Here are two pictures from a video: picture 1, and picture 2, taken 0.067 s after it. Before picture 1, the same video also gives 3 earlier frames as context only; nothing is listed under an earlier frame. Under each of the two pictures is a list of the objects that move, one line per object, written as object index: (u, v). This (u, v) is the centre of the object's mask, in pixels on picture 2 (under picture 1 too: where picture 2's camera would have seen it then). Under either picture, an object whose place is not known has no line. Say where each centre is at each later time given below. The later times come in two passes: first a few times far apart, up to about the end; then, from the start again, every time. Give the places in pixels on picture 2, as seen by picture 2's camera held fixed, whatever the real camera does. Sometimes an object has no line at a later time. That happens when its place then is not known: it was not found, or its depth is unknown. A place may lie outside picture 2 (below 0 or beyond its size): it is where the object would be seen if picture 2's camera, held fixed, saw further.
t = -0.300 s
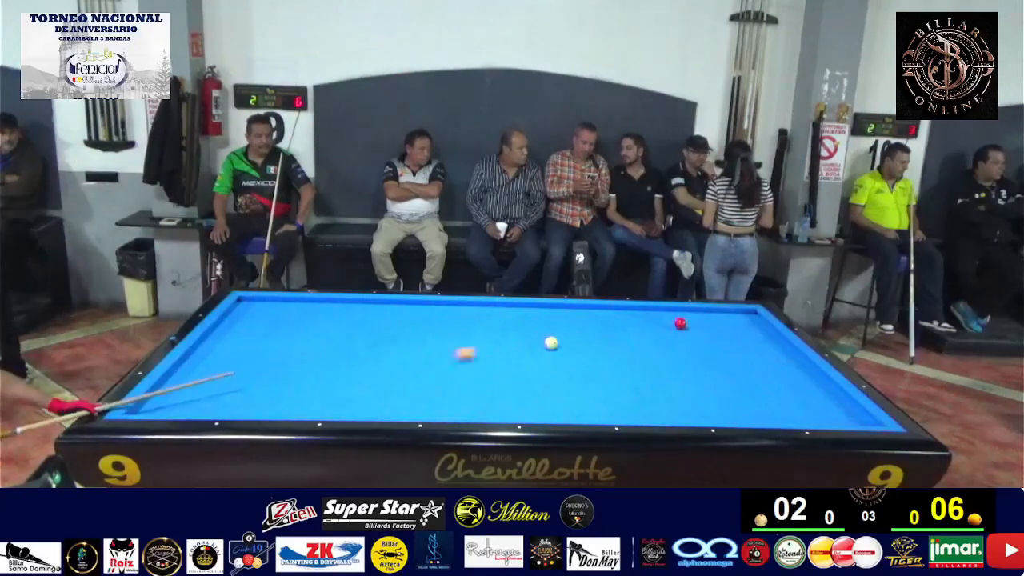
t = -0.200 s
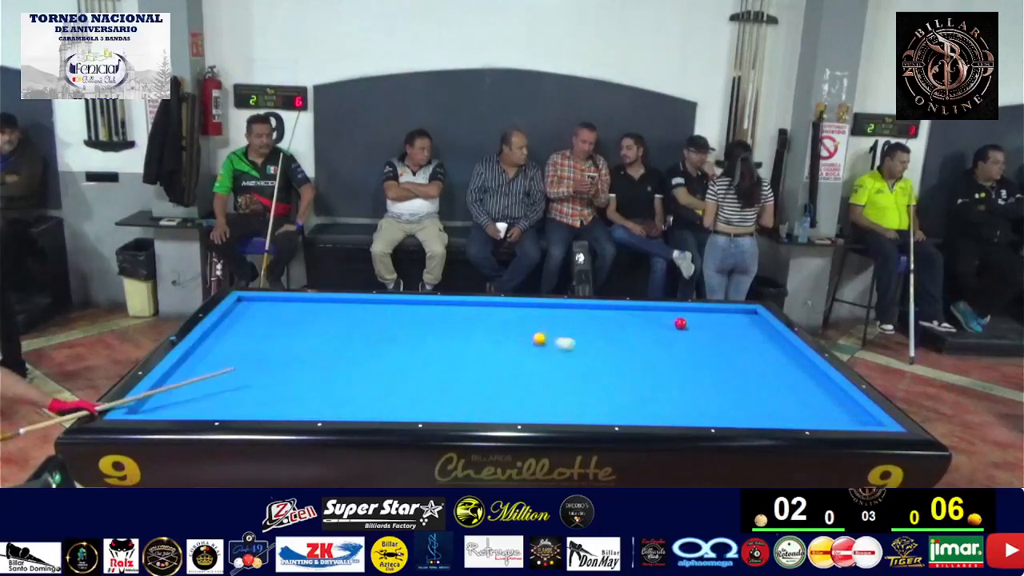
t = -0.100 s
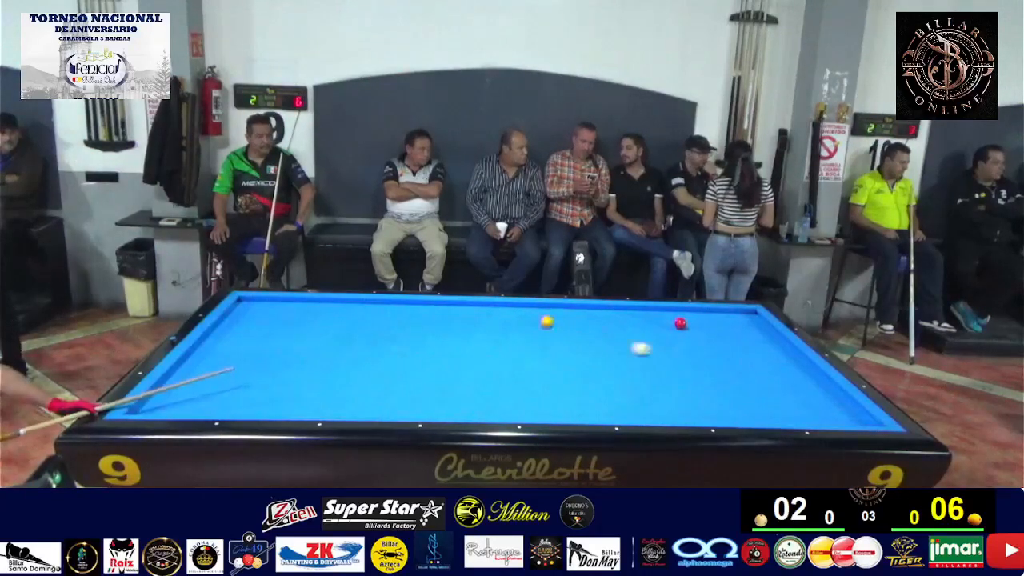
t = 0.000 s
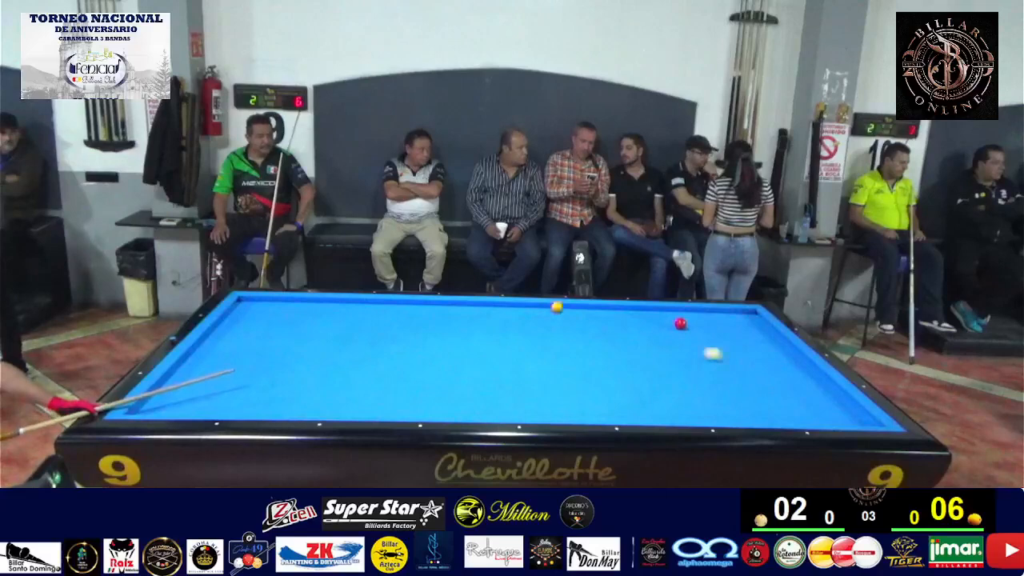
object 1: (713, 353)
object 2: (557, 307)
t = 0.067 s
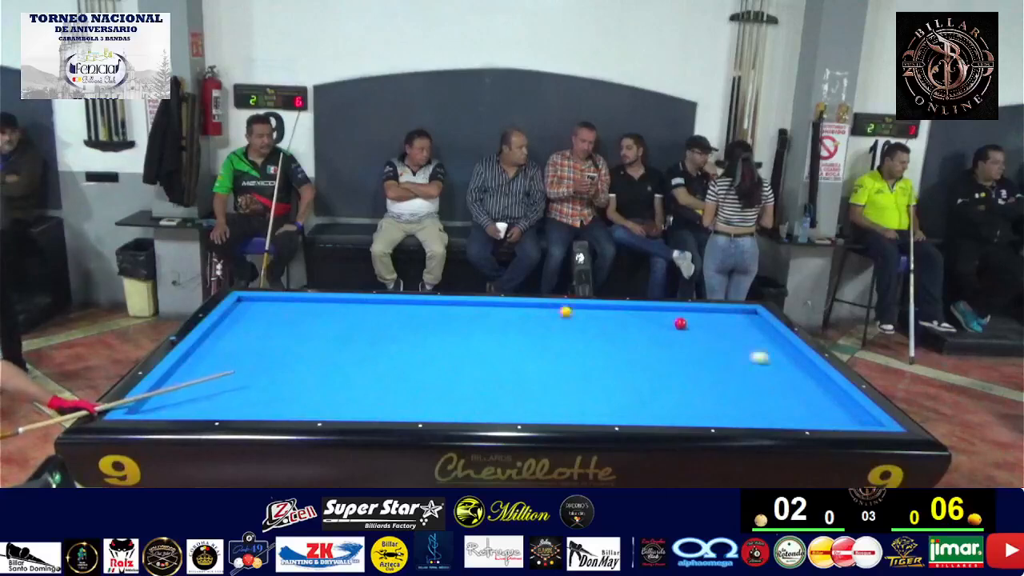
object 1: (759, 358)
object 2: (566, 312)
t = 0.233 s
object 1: (766, 361)
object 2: (593, 331)
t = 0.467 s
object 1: (669, 361)
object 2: (647, 359)
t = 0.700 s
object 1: (706, 369)
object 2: (584, 379)
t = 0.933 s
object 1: (731, 377)
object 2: (525, 403)
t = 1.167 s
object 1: (752, 384)
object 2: (474, 407)
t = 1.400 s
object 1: (773, 391)
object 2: (426, 392)
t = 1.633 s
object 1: (794, 398)
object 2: (382, 378)
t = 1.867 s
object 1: (815, 406)
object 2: (343, 366)
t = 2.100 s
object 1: (836, 413)
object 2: (305, 355)
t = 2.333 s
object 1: (858, 420)
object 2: (271, 344)
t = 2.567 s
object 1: (872, 422)
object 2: (239, 334)
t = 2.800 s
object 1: (867, 419)
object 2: (224, 325)
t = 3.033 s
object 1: (860, 417)
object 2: (252, 317)
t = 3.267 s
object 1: (853, 414)
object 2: (277, 309)
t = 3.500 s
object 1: (846, 411)
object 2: (300, 302)
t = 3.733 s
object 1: (840, 409)
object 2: (317, 302)
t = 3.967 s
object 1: (835, 407)
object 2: (332, 307)
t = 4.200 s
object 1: (830, 405)
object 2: (347, 312)
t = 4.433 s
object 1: (825, 403)
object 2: (362, 315)
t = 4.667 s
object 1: (822, 402)
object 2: (378, 320)
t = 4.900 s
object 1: (819, 401)
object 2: (393, 324)
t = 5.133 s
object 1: (816, 399)
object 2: (408, 328)
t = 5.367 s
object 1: (814, 399)
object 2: (423, 332)
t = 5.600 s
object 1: (813, 398)
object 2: (437, 337)
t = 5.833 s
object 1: (813, 398)
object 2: (452, 341)
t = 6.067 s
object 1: (813, 398)
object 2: (467, 345)
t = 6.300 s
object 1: (813, 398)
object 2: (481, 350)
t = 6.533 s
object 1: (813, 398)
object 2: (496, 354)
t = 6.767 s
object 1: (813, 398)
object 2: (510, 359)
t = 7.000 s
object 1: (813, 398)
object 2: (525, 363)
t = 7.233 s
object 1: (813, 398)
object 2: (539, 367)
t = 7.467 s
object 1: (813, 398)
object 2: (553, 371)
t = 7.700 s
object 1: (813, 398)
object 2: (567, 376)
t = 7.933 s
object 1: (813, 398)
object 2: (580, 380)
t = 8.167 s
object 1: (813, 398)
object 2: (594, 384)
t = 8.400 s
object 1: (813, 398)
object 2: (607, 388)
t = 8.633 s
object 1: (813, 398)
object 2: (619, 392)
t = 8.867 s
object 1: (813, 398)
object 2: (631, 396)
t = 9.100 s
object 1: (813, 398)
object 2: (643, 399)
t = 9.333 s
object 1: (813, 398)
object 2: (655, 403)
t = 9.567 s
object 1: (813, 398)
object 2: (667, 406)
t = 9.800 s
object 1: (813, 398)
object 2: (677, 410)
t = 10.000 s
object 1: (813, 398)
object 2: (686, 413)
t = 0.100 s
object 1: (782, 359)
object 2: (570, 315)
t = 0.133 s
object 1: (804, 361)
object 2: (576, 320)
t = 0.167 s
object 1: (797, 361)
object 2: (581, 323)
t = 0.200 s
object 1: (782, 361)
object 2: (587, 328)
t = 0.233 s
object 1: (766, 361)
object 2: (593, 331)
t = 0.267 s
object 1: (751, 361)
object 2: (600, 336)
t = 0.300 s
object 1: (736, 361)
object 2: (607, 339)
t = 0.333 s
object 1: (722, 361)
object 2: (614, 344)
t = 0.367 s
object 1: (708, 361)
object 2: (621, 347)
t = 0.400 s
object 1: (695, 361)
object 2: (630, 352)
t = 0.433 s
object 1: (682, 361)
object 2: (638, 355)
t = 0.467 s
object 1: (669, 361)
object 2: (647, 359)
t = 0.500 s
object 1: (669, 362)
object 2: (644, 362)
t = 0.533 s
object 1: (676, 364)
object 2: (633, 365)
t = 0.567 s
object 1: (683, 365)
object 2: (622, 368)
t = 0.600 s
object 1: (689, 366)
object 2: (612, 370)
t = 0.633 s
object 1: (695, 367)
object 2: (602, 373)
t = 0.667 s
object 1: (701, 368)
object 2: (593, 376)
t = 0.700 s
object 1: (706, 369)
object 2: (584, 379)
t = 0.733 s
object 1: (711, 370)
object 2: (573, 383)
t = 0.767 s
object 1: (715, 372)
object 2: (565, 386)
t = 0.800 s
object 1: (719, 373)
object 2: (556, 389)
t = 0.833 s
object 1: (722, 374)
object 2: (548, 392)
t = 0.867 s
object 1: (725, 375)
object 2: (541, 396)
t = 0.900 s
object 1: (728, 376)
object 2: (532, 399)
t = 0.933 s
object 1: (731, 377)
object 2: (525, 403)
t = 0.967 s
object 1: (734, 378)
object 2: (518, 407)
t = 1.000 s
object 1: (737, 379)
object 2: (511, 410)
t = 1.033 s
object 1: (740, 380)
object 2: (503, 412)
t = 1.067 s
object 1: (743, 381)
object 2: (495, 414)
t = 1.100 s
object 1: (746, 382)
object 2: (488, 412)
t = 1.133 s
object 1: (749, 383)
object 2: (480, 409)
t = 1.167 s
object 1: (752, 384)
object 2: (474, 407)
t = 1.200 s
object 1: (755, 385)
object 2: (466, 405)
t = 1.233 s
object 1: (758, 386)
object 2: (460, 403)
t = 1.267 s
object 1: (761, 387)
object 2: (452, 401)
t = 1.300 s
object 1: (764, 388)
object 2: (446, 398)
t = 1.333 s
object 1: (767, 389)
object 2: (439, 396)
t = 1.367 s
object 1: (770, 390)
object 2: (433, 394)
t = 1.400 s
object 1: (773, 391)
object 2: (426, 392)
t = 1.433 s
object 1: (776, 392)
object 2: (420, 390)
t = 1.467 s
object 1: (779, 393)
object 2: (413, 388)
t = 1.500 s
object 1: (782, 394)
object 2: (407, 386)
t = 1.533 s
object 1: (784, 395)
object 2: (401, 384)
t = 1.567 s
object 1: (788, 396)
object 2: (394, 383)
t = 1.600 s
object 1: (791, 398)
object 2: (388, 380)
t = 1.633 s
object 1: (794, 398)
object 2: (382, 378)
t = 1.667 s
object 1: (797, 399)
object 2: (377, 377)
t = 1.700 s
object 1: (800, 401)
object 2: (371, 375)
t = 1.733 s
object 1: (803, 402)
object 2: (365, 373)
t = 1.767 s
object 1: (806, 403)
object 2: (359, 371)
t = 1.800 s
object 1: (809, 404)
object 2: (353, 369)
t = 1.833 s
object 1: (812, 405)
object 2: (348, 368)
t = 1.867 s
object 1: (815, 406)
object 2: (343, 366)
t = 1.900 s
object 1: (818, 407)
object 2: (337, 364)
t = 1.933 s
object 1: (821, 408)
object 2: (331, 363)
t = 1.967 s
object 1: (824, 409)
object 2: (326, 361)
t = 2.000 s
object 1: (827, 410)
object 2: (321, 360)
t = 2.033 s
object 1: (830, 411)
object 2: (316, 358)
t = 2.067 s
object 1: (833, 412)
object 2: (310, 356)
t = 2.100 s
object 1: (836, 413)
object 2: (305, 355)
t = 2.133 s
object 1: (839, 415)
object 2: (300, 353)
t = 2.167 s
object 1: (842, 415)
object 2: (295, 352)
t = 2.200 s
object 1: (845, 416)
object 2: (290, 350)
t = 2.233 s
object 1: (848, 417)
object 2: (285, 348)
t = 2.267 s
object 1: (852, 418)
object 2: (280, 347)
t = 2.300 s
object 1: (855, 419)
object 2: (275, 345)
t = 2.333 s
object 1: (858, 420)
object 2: (271, 344)
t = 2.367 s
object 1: (860, 420)
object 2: (266, 343)
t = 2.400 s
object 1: (863, 421)
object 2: (262, 341)
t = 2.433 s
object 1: (866, 422)
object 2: (257, 340)
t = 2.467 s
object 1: (869, 423)
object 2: (252, 338)
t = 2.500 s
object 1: (870, 423)
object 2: (248, 337)
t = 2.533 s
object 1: (871, 422)
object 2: (243, 336)
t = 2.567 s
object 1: (872, 422)
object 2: (239, 334)
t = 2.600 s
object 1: (873, 421)
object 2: (234, 333)
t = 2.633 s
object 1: (873, 421)
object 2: (230, 332)
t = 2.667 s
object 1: (872, 421)
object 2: (225, 330)
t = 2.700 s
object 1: (871, 421)
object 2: (221, 329)
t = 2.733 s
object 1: (870, 420)
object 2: (218, 327)
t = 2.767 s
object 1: (869, 420)
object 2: (219, 326)
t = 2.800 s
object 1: (867, 419)
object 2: (224, 325)
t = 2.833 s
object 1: (867, 419)
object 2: (229, 324)
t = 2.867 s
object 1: (865, 418)
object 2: (233, 322)
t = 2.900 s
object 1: (864, 418)
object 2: (237, 321)
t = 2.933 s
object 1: (863, 418)
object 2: (241, 320)
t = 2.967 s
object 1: (862, 417)
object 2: (245, 319)
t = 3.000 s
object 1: (861, 417)
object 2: (249, 318)
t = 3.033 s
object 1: (860, 417)
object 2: (252, 317)
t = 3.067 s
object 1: (858, 416)
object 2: (256, 315)
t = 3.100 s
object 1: (857, 416)
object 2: (260, 314)
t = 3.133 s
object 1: (856, 415)
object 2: (263, 313)
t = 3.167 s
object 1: (856, 415)
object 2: (267, 313)
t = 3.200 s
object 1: (855, 415)
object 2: (271, 312)
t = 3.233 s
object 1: (853, 415)
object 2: (274, 310)
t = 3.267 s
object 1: (853, 414)
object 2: (277, 309)
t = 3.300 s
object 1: (852, 414)
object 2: (281, 308)
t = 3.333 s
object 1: (851, 413)
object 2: (284, 307)
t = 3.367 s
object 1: (849, 413)
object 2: (287, 306)
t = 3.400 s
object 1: (848, 412)
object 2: (290, 305)
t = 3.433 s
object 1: (848, 412)
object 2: (293, 304)
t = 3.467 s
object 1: (847, 411)
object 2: (297, 303)
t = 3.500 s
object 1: (846, 411)
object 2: (300, 302)
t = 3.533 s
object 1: (845, 411)
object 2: (303, 301)
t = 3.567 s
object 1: (844, 411)
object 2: (306, 300)
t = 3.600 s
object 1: (844, 410)
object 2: (309, 300)
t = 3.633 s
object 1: (843, 410)
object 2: (311, 300)
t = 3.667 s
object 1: (841, 410)
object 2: (313, 301)
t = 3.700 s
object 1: (841, 409)
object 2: (315, 302)
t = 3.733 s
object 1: (840, 409)
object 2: (317, 302)
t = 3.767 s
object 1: (839, 408)
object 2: (319, 303)
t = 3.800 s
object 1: (838, 408)
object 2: (321, 304)
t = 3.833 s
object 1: (838, 408)
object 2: (324, 304)
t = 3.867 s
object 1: (837, 407)
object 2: (326, 305)
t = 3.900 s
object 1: (836, 407)
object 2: (328, 306)
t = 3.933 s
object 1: (835, 407)
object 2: (330, 306)
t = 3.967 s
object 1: (835, 407)
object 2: (332, 307)
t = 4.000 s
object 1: (834, 406)
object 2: (334, 307)
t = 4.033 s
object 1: (833, 406)
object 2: (337, 308)
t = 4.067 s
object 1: (833, 406)
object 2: (339, 308)
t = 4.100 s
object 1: (832, 405)
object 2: (341, 309)
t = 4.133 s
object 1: (831, 405)
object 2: (343, 310)
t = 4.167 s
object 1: (830, 405)
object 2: (345, 311)
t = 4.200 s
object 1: (830, 405)
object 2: (347, 312)
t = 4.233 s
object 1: (829, 404)
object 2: (350, 312)
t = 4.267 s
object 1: (829, 404)
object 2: (352, 313)
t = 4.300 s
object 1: (828, 404)
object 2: (354, 313)
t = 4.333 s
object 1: (827, 404)
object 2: (356, 313)
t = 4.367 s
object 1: (827, 403)
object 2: (358, 314)
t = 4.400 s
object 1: (826, 403)
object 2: (360, 314)
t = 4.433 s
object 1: (825, 403)
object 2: (362, 315)
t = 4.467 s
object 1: (825, 403)
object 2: (364, 316)
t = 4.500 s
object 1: (824, 402)
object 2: (367, 316)
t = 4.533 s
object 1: (824, 402)
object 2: (369, 317)
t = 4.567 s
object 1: (823, 402)
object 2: (371, 318)
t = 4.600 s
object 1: (823, 402)
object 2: (373, 318)
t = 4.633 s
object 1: (822, 402)
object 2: (375, 319)
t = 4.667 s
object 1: (822, 402)
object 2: (378, 320)
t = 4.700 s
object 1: (821, 401)
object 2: (380, 320)
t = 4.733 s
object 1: (821, 401)
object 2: (382, 321)
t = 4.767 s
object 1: (820, 401)
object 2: (384, 321)
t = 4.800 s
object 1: (820, 401)
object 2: (386, 322)
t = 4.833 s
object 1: (819, 401)
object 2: (388, 322)
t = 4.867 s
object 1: (819, 401)
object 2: (391, 323)
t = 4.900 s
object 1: (819, 401)
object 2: (393, 324)
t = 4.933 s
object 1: (818, 400)
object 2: (395, 324)
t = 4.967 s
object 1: (818, 400)
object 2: (397, 325)
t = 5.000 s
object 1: (818, 400)
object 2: (399, 326)
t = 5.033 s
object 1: (817, 400)
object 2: (402, 326)
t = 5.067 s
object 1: (817, 400)
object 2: (404, 327)
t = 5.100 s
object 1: (817, 399)
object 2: (406, 327)
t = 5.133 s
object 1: (816, 399)
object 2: (408, 328)
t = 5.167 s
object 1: (816, 399)
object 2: (410, 329)
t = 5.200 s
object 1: (815, 399)
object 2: (412, 329)
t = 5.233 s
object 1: (815, 399)
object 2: (414, 330)
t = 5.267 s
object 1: (815, 399)
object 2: (416, 331)
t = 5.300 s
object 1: (815, 399)
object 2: (418, 331)
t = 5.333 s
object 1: (815, 399)
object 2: (420, 332)
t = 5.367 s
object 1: (814, 399)
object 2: (423, 332)
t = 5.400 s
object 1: (814, 399)
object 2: (425, 333)
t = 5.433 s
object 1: (814, 399)
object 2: (427, 334)
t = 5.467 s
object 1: (814, 399)
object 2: (429, 334)
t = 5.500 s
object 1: (814, 399)
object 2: (431, 335)
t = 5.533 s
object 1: (814, 399)
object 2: (433, 336)
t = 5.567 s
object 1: (814, 399)
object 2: (435, 336)
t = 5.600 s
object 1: (813, 398)
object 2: (437, 337)
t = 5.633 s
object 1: (813, 398)
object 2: (440, 337)
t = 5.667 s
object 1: (813, 398)
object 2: (442, 338)
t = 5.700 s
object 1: (813, 398)
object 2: (444, 339)
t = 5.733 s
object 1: (813, 398)
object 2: (446, 339)
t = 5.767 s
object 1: (813, 398)
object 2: (448, 340)
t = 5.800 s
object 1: (813, 398)
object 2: (450, 341)
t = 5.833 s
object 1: (813, 398)
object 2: (452, 341)
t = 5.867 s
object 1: (813, 398)
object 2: (454, 342)
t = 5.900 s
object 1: (813, 398)
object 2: (456, 342)
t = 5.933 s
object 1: (813, 398)
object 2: (458, 343)
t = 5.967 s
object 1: (813, 398)
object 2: (461, 344)
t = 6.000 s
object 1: (813, 398)
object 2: (463, 344)
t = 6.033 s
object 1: (813, 398)
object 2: (465, 345)
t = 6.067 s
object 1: (813, 398)
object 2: (467, 345)
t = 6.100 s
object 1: (813, 398)
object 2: (469, 346)
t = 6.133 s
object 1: (813, 398)
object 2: (471, 347)
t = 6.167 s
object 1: (813, 398)
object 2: (473, 347)
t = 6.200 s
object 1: (813, 398)
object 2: (475, 348)
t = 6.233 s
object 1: (813, 398)
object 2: (477, 348)
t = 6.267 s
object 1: (813, 398)
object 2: (480, 349)
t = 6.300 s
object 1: (813, 398)
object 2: (481, 350)
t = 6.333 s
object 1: (813, 398)
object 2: (483, 350)
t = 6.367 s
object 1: (813, 398)
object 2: (486, 351)
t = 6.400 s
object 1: (813, 398)
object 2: (488, 352)
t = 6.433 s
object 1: (813, 398)
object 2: (490, 352)
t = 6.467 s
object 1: (813, 398)
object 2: (492, 353)
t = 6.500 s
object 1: (813, 398)
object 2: (494, 353)
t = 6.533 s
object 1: (813, 398)
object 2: (496, 354)
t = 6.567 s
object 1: (813, 398)
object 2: (498, 355)
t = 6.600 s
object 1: (813, 398)
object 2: (500, 355)
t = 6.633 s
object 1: (813, 398)
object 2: (502, 356)
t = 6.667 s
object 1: (813, 398)
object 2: (505, 357)
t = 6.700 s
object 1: (813, 398)
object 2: (506, 357)
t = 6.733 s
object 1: (813, 398)
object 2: (508, 358)
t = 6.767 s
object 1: (813, 398)
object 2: (510, 359)
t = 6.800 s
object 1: (813, 398)
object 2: (513, 359)
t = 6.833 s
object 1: (813, 398)
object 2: (515, 359)
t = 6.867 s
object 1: (813, 398)
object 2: (517, 360)
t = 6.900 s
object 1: (813, 398)
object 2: (519, 361)
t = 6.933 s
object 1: (813, 398)
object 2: (521, 361)
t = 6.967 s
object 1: (813, 398)
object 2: (523, 362)
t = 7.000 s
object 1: (813, 398)
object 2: (525, 363)
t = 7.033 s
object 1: (813, 398)
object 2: (527, 363)
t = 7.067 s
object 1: (813, 398)
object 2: (529, 364)
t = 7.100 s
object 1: (813, 398)
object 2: (531, 365)
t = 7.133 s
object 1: (813, 398)
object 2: (533, 365)
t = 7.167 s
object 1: (813, 398)
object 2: (535, 366)
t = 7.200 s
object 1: (813, 398)
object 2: (537, 366)
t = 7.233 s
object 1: (813, 398)
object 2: (539, 367)
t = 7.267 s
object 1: (813, 398)
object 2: (541, 368)
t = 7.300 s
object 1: (813, 398)
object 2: (543, 368)
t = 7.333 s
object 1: (813, 398)
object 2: (545, 369)
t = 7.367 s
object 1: (813, 398)
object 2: (547, 370)
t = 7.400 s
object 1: (813, 398)
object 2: (550, 370)
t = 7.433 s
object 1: (813, 398)
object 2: (551, 371)
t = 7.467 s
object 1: (813, 398)
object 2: (553, 371)
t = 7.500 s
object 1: (813, 398)
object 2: (555, 372)
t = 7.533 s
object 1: (813, 398)
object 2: (557, 373)
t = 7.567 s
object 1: (813, 398)
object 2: (559, 373)
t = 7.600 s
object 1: (813, 398)
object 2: (561, 374)
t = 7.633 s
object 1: (813, 398)
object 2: (563, 374)
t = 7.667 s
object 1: (813, 398)
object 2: (565, 375)
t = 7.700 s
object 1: (813, 398)
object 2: (567, 376)
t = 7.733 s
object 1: (813, 398)
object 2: (569, 376)
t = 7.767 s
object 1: (813, 398)
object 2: (571, 377)
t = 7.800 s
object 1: (813, 398)
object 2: (573, 377)
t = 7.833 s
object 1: (813, 398)
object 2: (575, 378)
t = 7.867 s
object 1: (813, 398)
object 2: (577, 379)
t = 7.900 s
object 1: (813, 398)
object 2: (578, 379)
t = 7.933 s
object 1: (813, 398)
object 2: (580, 380)
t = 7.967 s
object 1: (813, 398)
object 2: (583, 380)
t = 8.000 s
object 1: (813, 398)
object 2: (584, 381)
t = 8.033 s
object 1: (813, 398)
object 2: (586, 382)
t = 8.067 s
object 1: (813, 398)
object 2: (588, 382)
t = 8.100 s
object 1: (813, 398)
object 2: (590, 383)
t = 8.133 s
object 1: (813, 398)
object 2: (592, 383)
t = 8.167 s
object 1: (813, 398)
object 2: (594, 384)
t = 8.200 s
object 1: (813, 398)
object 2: (596, 384)
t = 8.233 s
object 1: (813, 398)
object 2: (598, 385)
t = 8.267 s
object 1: (813, 398)
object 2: (599, 386)
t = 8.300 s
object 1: (813, 398)
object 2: (601, 386)
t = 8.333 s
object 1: (813, 398)
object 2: (603, 387)
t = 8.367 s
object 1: (813, 398)
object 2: (605, 388)
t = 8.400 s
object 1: (813, 398)
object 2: (607, 388)
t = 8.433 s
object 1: (813, 398)
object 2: (609, 389)
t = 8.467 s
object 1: (813, 398)
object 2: (610, 389)
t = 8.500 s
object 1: (813, 398)
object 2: (612, 390)
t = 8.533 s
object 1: (813, 398)
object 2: (614, 390)
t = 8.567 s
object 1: (813, 398)
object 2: (615, 391)
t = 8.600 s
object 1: (813, 398)
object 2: (617, 391)
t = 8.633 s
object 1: (813, 398)
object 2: (619, 392)
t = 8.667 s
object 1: (813, 398)
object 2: (621, 393)
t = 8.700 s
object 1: (813, 398)
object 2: (623, 393)
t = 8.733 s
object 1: (813, 398)
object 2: (625, 394)
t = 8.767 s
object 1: (813, 398)
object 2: (627, 394)
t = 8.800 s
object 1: (813, 398)
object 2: (628, 395)
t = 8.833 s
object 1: (813, 398)
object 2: (630, 395)
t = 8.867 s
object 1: (813, 398)
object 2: (631, 396)
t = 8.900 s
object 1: (813, 398)
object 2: (633, 396)
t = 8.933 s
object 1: (813, 398)
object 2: (635, 397)
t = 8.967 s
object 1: (813, 398)
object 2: (637, 397)
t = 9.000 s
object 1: (813, 398)
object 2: (639, 398)
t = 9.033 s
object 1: (813, 398)
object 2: (640, 399)
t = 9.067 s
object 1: (813, 398)
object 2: (642, 399)
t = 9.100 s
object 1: (813, 398)
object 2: (643, 399)
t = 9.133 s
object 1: (813, 398)
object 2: (645, 400)
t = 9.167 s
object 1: (813, 398)
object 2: (647, 400)
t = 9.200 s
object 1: (813, 398)
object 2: (649, 401)
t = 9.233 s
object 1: (813, 398)
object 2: (650, 402)
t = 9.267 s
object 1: (813, 398)
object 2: (652, 402)
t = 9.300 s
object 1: (813, 398)
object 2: (653, 402)
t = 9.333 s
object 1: (813, 398)
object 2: (655, 403)
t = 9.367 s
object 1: (813, 398)
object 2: (657, 403)
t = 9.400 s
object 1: (813, 398)
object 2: (659, 404)
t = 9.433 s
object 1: (813, 398)
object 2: (660, 404)
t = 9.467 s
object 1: (813, 398)
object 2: (662, 405)
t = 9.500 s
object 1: (813, 398)
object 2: (664, 406)
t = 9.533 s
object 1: (813, 398)
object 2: (665, 406)
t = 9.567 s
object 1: (813, 398)
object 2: (667, 406)
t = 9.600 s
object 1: (813, 398)
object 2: (668, 407)
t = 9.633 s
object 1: (813, 398)
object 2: (670, 407)
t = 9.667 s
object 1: (813, 398)
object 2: (671, 408)
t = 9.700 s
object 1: (813, 398)
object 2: (673, 409)
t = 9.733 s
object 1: (813, 398)
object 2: (674, 409)
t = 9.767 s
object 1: (813, 398)
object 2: (676, 409)
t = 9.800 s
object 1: (813, 398)
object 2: (677, 410)
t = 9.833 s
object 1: (813, 398)
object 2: (679, 410)
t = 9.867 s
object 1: (813, 398)
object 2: (681, 411)
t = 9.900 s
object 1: (813, 398)
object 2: (682, 411)
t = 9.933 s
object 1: (813, 398)
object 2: (683, 412)
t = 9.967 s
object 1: (813, 398)
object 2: (685, 412)
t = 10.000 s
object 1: (813, 398)
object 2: (686, 413)
